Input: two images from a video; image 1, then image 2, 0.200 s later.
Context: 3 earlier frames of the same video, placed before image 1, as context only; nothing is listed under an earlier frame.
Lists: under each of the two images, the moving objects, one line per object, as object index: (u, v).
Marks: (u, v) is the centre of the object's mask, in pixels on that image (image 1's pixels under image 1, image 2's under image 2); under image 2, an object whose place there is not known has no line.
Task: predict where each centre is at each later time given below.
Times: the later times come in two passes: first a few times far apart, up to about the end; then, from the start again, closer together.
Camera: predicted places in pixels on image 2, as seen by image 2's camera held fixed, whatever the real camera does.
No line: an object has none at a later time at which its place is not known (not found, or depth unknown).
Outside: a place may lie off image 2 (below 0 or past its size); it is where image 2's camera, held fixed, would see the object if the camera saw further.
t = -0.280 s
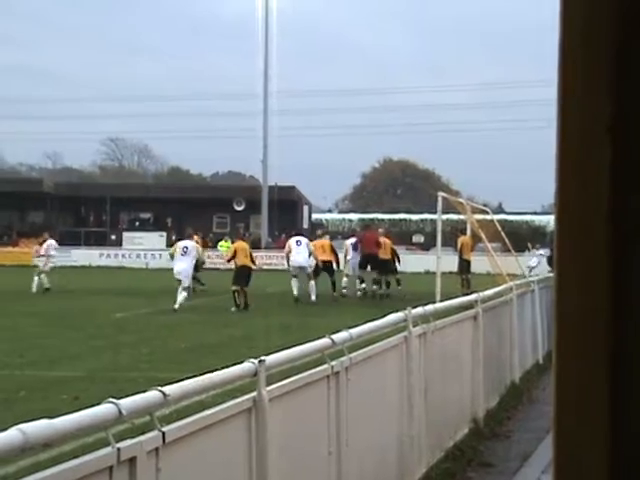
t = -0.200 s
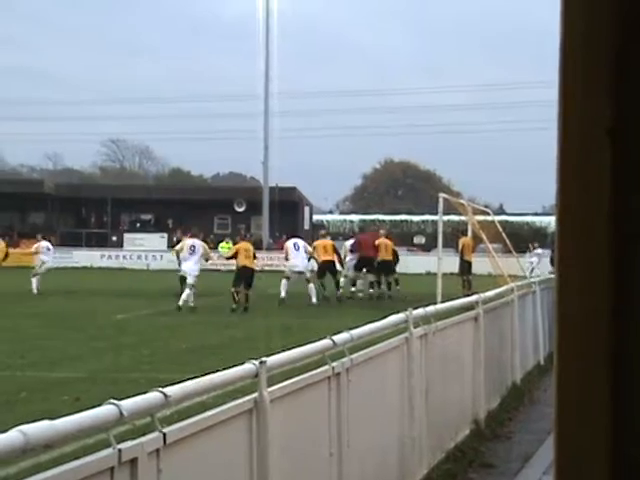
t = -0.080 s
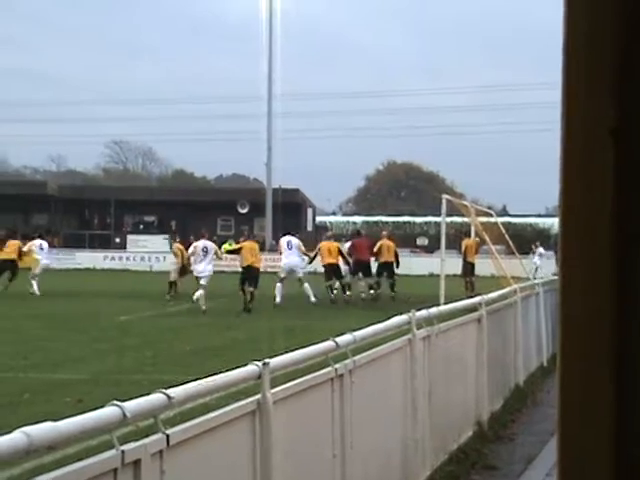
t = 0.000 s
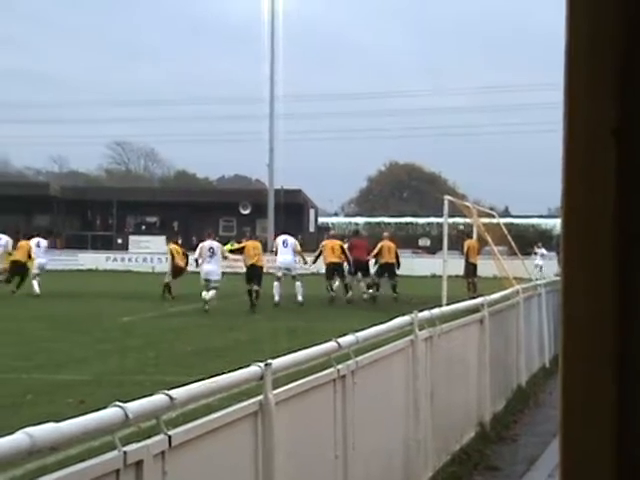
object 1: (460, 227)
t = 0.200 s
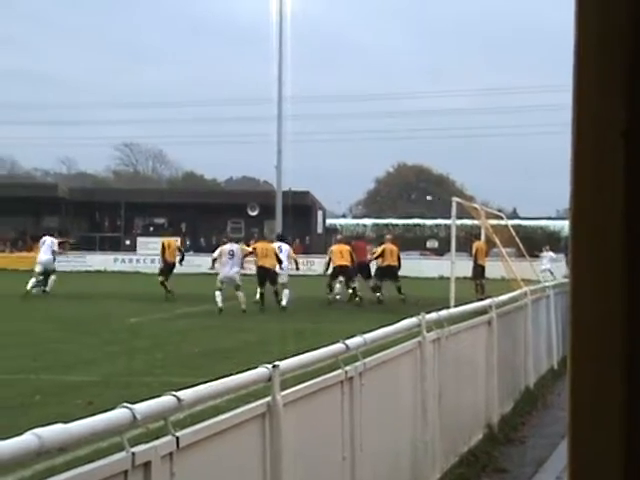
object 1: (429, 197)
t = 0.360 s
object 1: (397, 175)
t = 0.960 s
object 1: (289, 131)
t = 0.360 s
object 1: (397, 175)
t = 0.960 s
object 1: (289, 131)
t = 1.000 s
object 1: (283, 130)
